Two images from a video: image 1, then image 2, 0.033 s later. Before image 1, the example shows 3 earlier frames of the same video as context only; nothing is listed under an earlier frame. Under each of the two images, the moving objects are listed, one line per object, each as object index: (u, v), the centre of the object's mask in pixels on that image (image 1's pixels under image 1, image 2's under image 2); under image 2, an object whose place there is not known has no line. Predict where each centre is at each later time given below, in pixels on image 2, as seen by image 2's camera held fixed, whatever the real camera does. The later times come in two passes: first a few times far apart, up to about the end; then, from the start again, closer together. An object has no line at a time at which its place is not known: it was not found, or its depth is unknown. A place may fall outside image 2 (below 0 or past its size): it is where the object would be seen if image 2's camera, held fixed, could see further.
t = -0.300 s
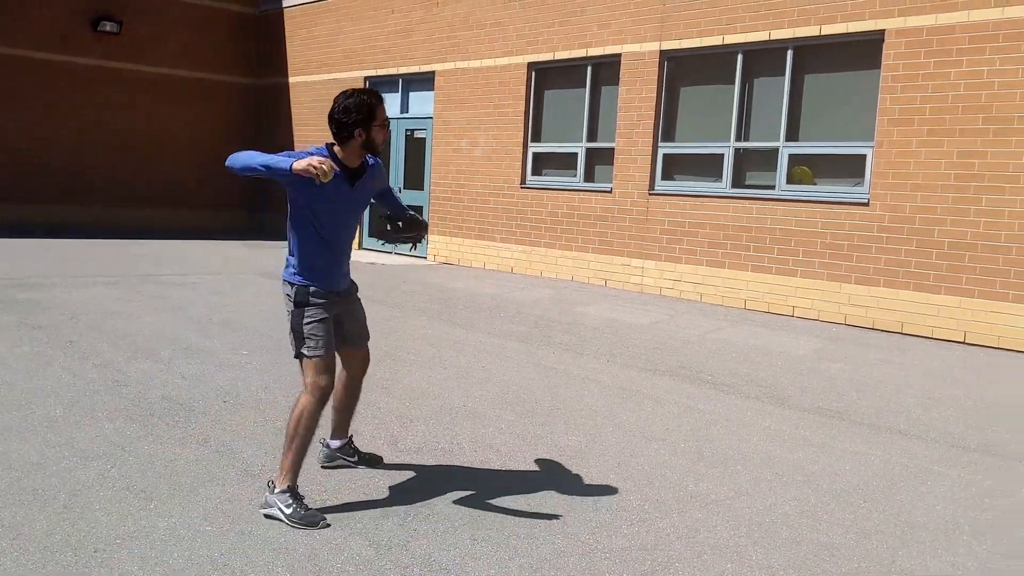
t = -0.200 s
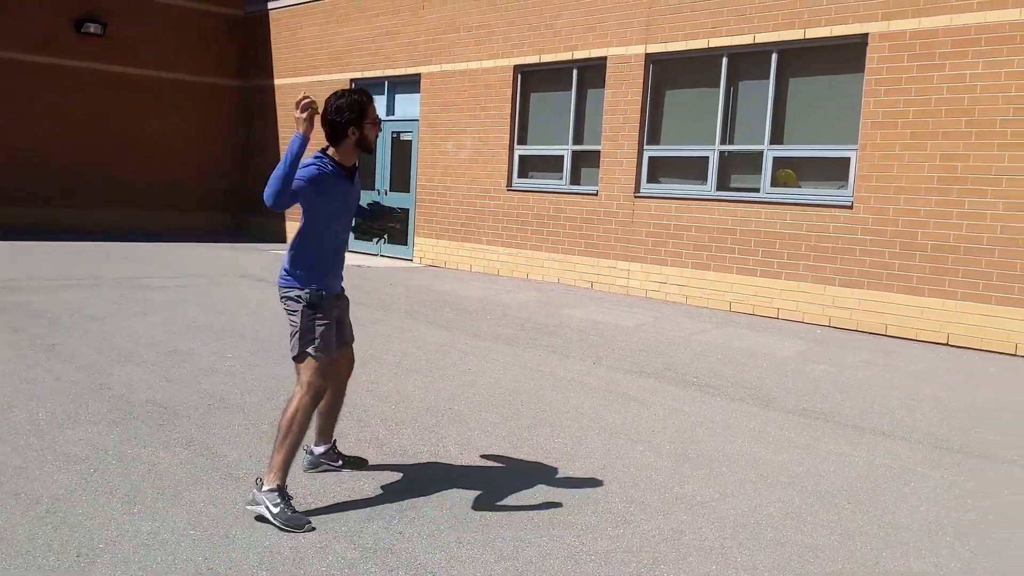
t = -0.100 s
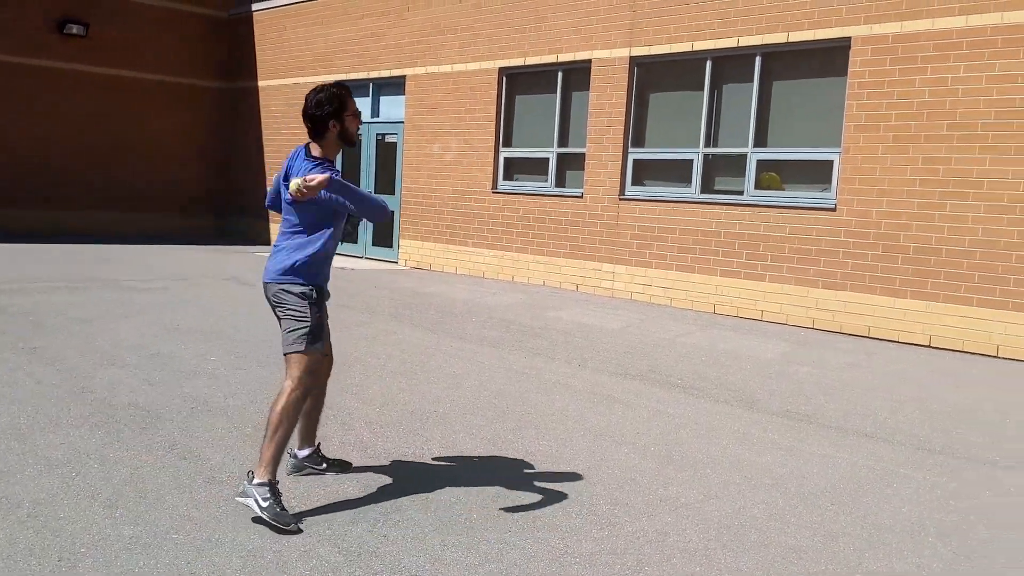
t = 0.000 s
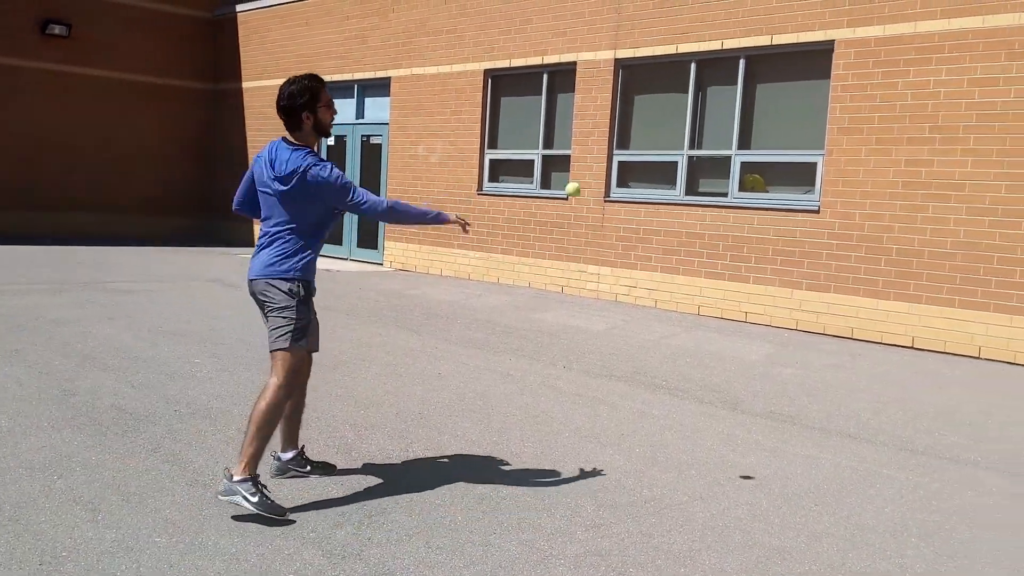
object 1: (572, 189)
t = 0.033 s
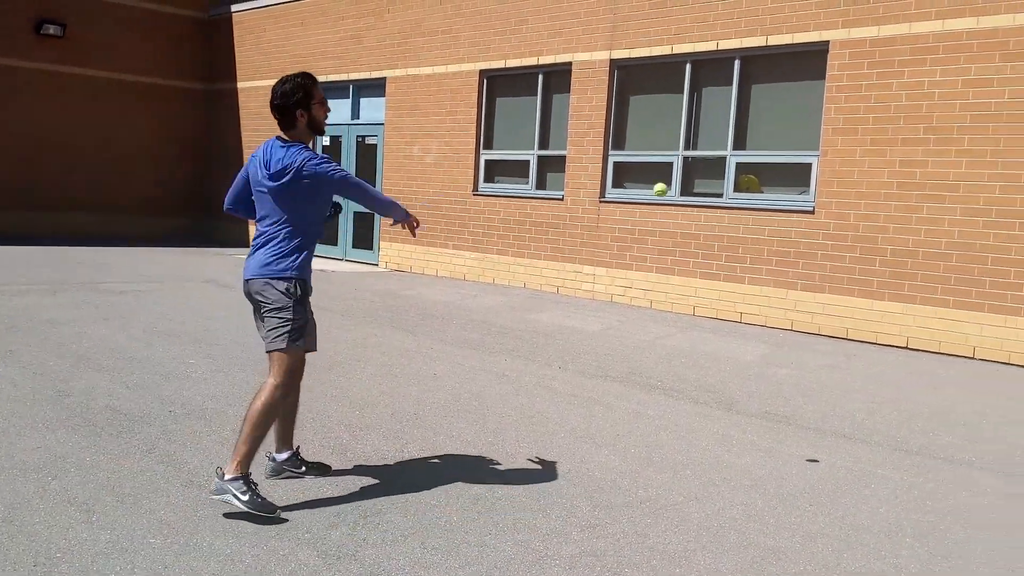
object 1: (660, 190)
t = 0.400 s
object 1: (1053, 257)
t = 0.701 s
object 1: (886, 427)
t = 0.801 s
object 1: (847, 388)
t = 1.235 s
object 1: (589, 421)
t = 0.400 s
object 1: (1053, 257)
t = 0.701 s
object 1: (886, 427)
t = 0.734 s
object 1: (873, 413)
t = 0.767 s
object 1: (860, 400)
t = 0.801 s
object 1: (847, 388)
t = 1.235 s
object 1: (589, 421)
